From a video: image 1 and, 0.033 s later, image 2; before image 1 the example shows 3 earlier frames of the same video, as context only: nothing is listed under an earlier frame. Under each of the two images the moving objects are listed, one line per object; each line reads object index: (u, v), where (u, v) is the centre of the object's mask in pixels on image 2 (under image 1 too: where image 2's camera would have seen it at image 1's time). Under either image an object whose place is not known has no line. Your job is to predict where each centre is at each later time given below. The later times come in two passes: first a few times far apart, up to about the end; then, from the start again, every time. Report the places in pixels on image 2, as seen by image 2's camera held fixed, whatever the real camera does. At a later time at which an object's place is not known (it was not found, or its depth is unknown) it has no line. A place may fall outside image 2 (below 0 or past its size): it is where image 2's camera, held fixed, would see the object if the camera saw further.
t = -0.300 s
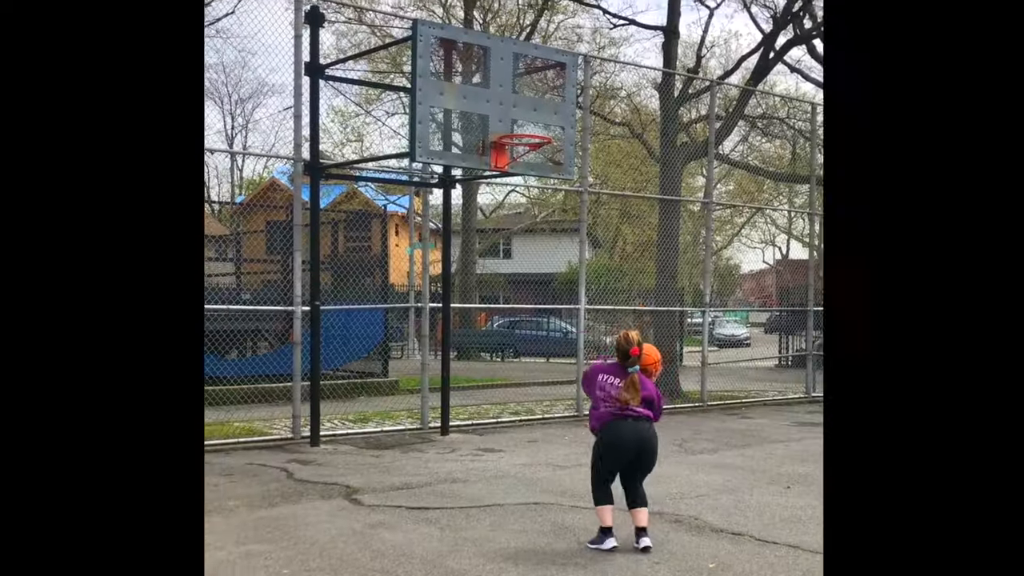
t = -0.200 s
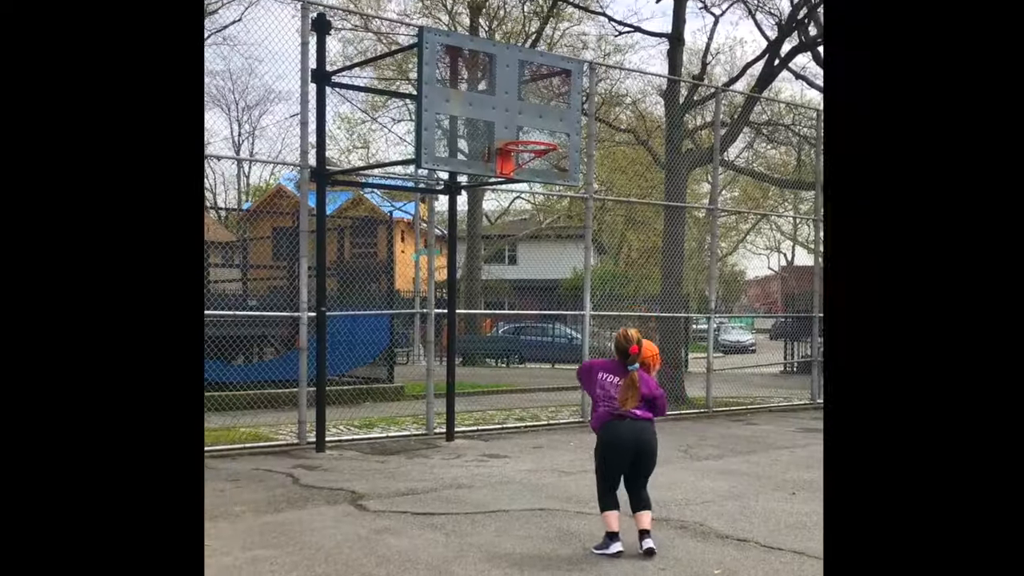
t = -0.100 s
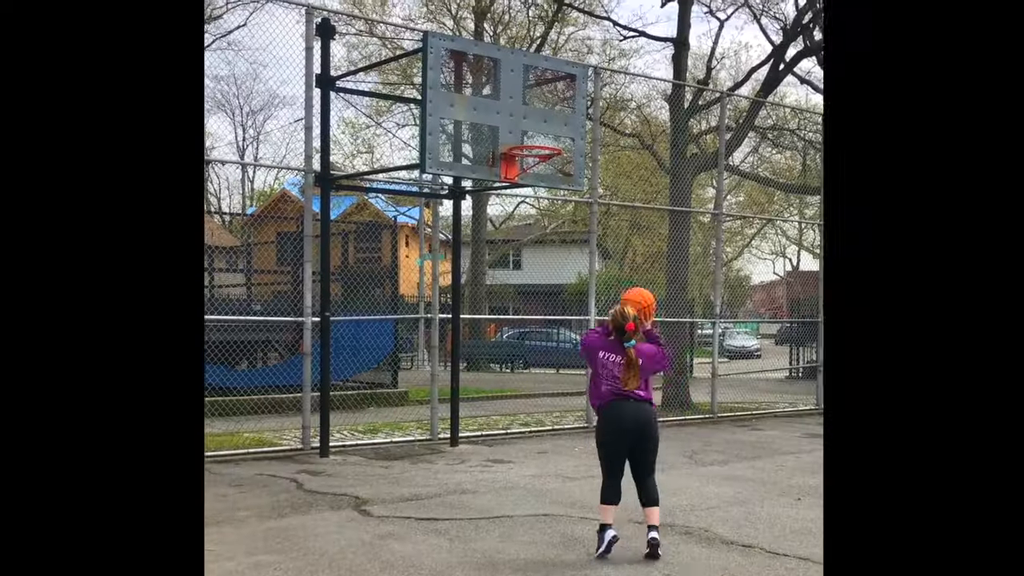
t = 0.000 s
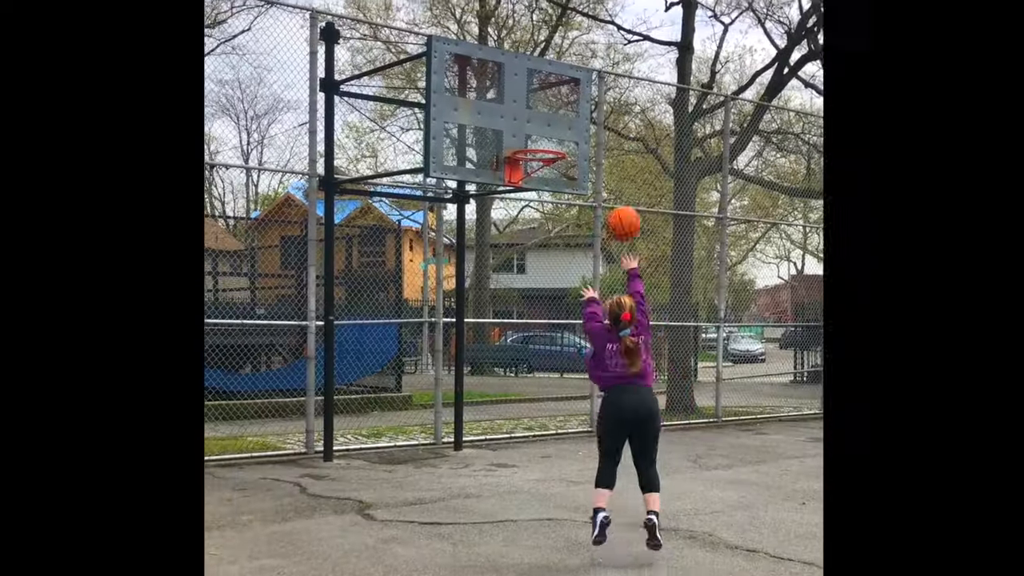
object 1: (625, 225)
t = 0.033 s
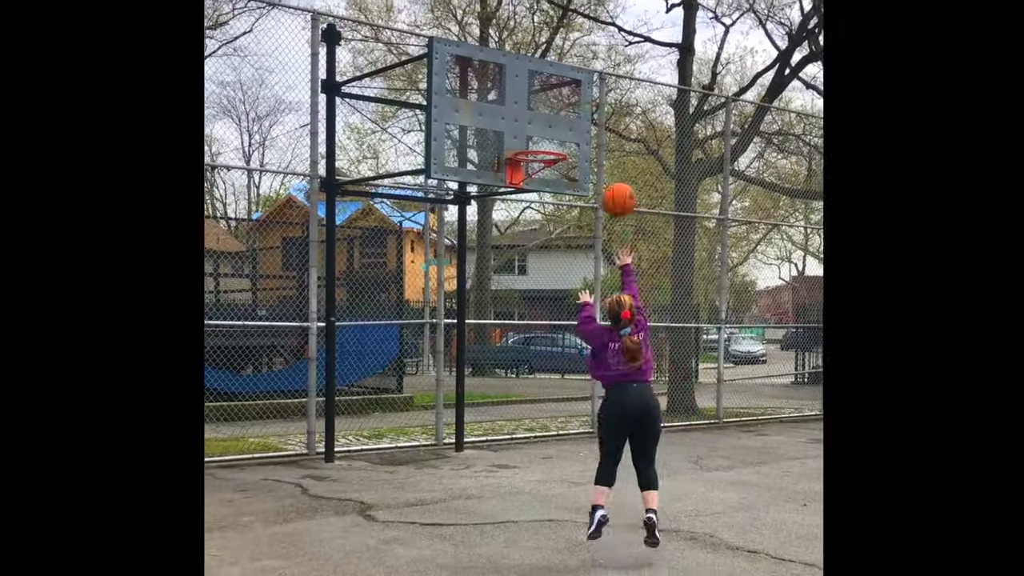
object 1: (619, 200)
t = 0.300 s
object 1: (578, 78)
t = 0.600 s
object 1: (539, 70)
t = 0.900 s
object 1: (534, 144)
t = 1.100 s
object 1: (578, 226)
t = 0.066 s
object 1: (613, 176)
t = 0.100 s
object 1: (608, 157)
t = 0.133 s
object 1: (602, 138)
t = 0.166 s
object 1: (599, 122)
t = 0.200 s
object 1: (593, 108)
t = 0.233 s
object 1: (587, 97)
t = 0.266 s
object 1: (583, 87)
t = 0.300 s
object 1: (578, 78)
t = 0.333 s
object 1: (573, 71)
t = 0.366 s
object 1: (569, 66)
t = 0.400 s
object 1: (565, 63)
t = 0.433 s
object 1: (560, 60)
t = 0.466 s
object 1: (556, 59)
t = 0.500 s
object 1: (551, 60)
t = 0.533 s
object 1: (548, 62)
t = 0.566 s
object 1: (543, 65)
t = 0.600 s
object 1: (539, 70)
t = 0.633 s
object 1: (536, 75)
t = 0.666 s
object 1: (531, 82)
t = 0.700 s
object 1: (527, 90)
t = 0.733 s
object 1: (523, 99)
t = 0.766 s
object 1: (520, 109)
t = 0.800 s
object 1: (517, 120)
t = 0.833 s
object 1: (520, 128)
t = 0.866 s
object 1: (527, 136)
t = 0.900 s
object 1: (534, 144)
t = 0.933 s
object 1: (540, 154)
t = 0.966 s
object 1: (548, 166)
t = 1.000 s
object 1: (555, 179)
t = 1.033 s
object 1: (563, 193)
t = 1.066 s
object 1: (571, 209)
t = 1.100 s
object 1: (578, 226)
